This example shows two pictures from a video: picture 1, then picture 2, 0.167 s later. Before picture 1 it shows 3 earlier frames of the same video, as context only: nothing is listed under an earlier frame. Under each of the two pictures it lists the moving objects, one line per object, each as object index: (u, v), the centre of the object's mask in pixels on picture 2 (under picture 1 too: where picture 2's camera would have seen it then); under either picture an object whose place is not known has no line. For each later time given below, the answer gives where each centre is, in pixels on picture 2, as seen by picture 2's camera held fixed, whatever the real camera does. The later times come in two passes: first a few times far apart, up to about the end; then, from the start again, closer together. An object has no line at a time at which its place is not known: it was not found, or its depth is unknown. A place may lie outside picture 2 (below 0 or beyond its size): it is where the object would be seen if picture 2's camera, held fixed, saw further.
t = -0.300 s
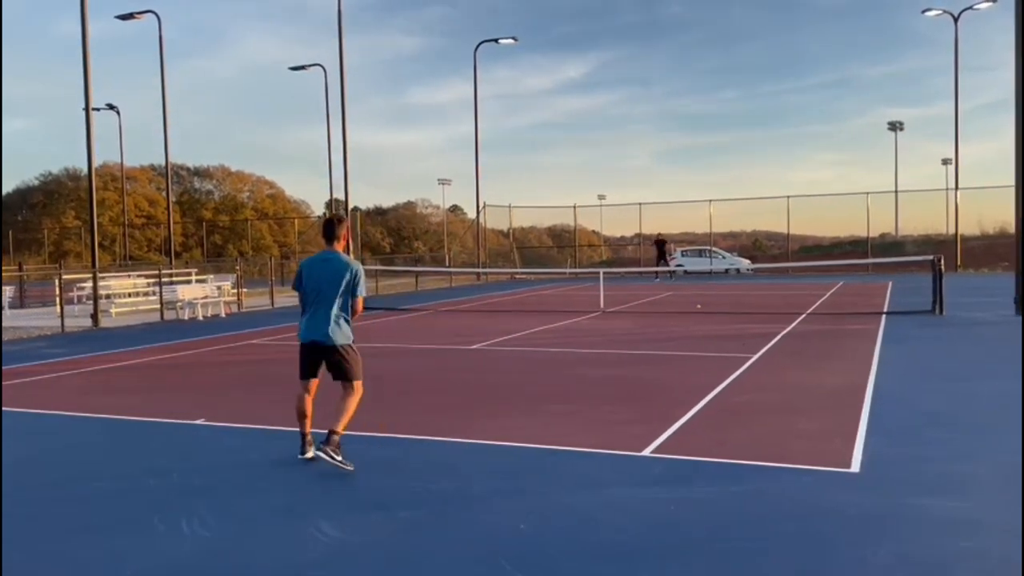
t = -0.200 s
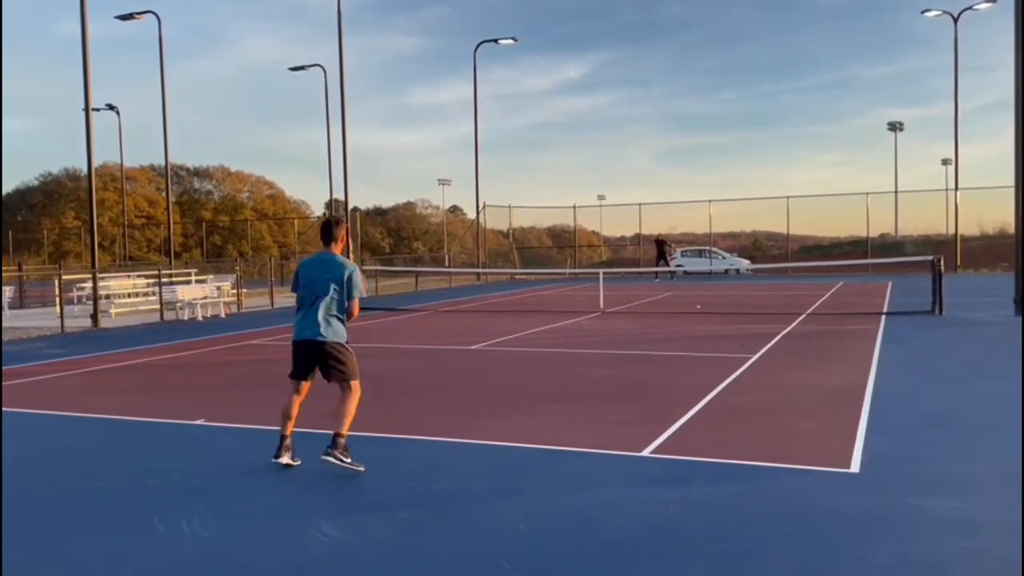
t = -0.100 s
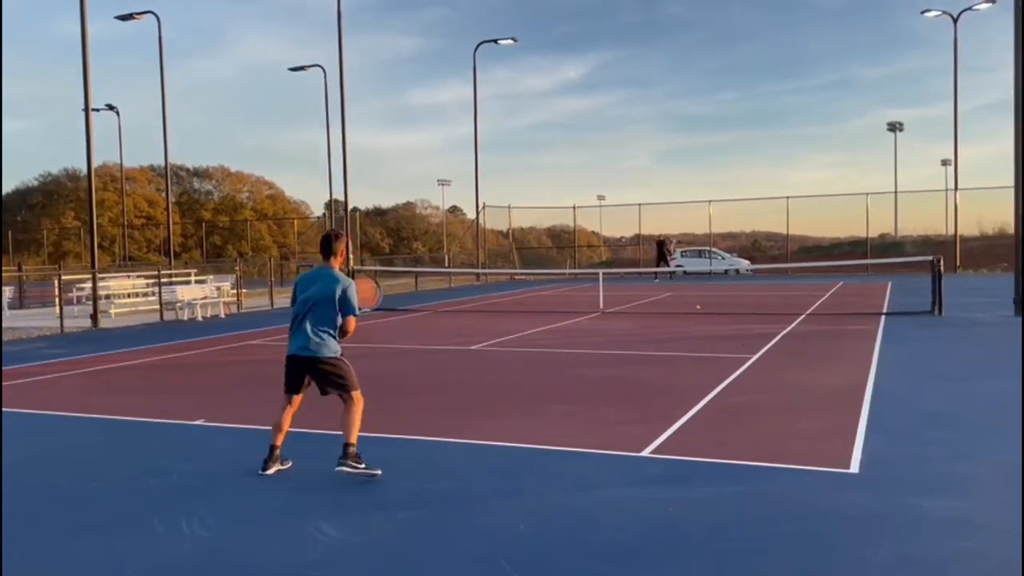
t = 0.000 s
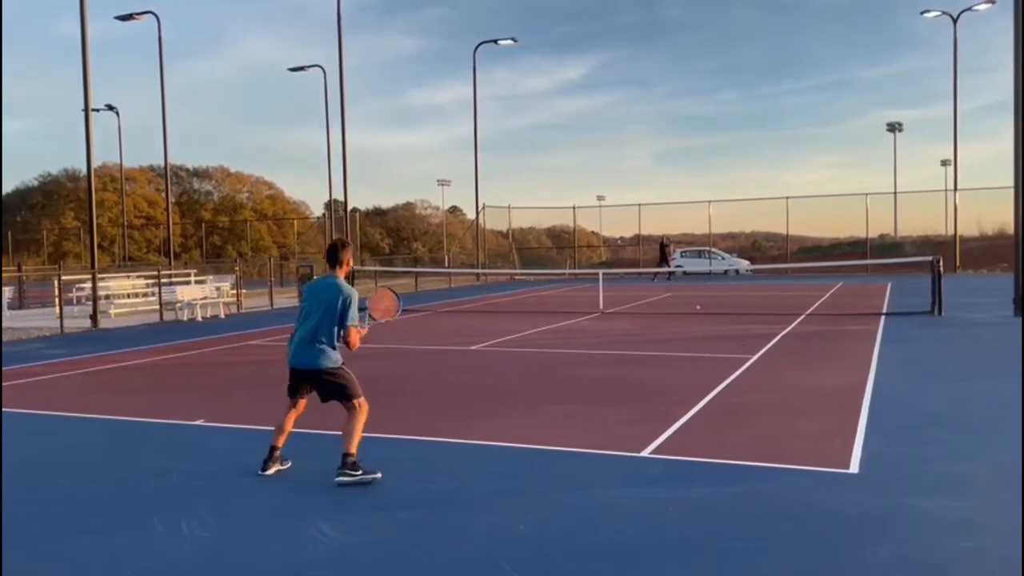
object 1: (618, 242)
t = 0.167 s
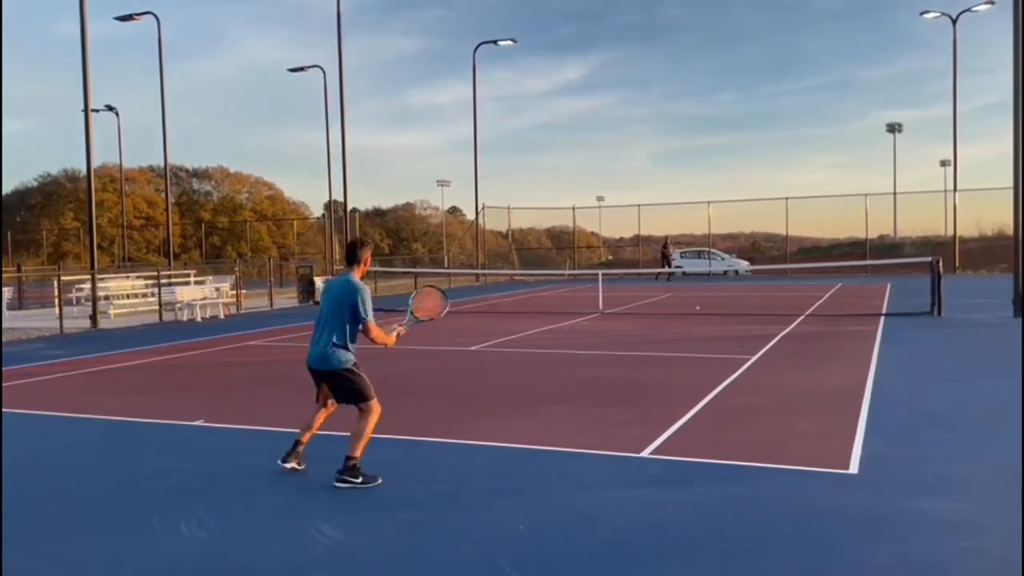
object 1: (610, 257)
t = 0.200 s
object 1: (608, 263)
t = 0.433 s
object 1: (589, 337)
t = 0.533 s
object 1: (580, 329)
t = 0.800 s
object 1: (549, 319)
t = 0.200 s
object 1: (608, 263)
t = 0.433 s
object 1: (589, 337)
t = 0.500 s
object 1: (583, 335)
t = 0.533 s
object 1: (580, 329)
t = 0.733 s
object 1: (558, 315)
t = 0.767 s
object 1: (554, 316)
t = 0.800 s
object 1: (549, 319)
